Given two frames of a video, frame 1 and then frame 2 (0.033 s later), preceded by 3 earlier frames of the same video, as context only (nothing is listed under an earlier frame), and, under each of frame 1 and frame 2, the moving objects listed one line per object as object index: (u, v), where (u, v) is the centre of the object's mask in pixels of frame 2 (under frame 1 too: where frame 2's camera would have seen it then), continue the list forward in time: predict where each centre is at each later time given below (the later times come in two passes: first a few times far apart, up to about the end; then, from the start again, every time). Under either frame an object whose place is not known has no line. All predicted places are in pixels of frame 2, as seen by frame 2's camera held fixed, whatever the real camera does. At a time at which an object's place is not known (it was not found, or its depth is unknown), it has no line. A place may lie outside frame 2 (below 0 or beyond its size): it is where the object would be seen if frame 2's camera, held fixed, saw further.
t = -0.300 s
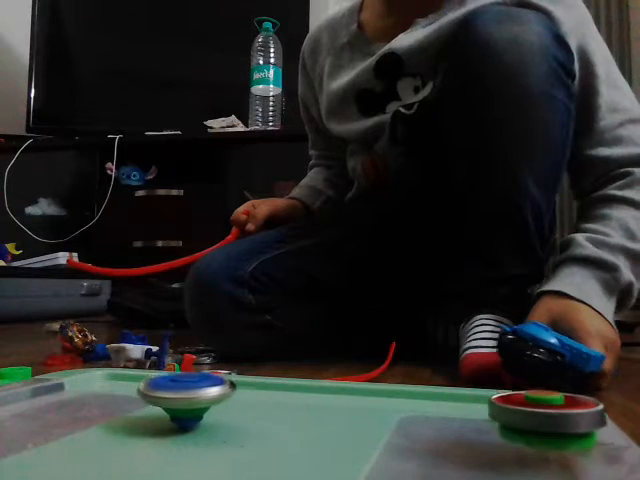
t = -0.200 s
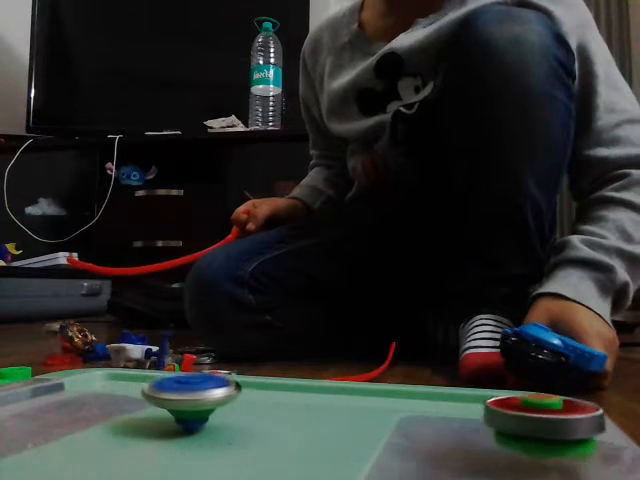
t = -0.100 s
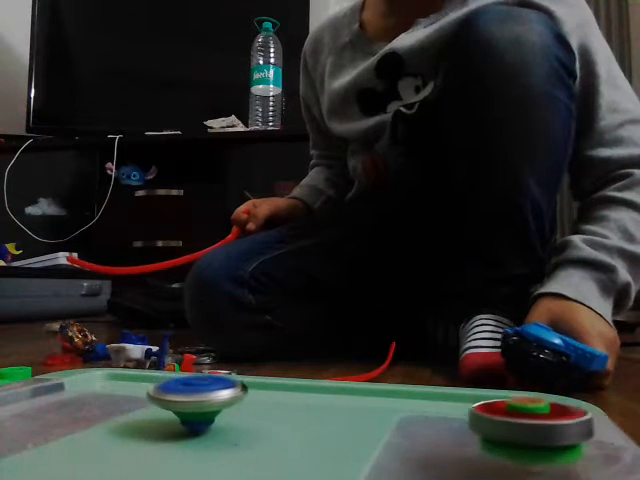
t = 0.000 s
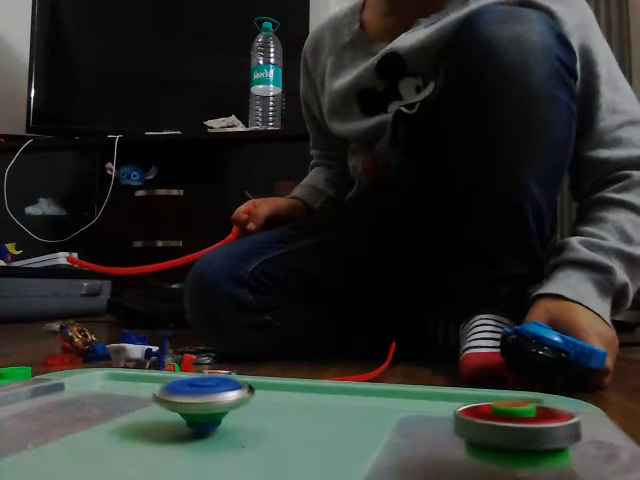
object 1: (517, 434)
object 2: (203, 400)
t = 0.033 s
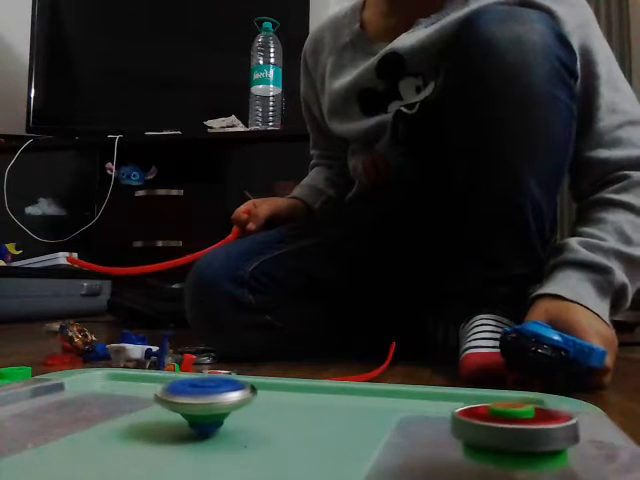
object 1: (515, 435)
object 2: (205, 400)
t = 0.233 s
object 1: (502, 444)
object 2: (218, 405)
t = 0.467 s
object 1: (456, 449)
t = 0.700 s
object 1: (393, 452)
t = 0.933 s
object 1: (340, 454)
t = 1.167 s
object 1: (288, 455)
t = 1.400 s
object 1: (239, 451)
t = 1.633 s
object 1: (215, 446)
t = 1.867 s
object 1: (192, 438)
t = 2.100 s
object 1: (156, 433)
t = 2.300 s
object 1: (137, 425)
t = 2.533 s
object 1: (117, 416)
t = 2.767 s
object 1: (99, 407)
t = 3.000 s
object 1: (90, 397)
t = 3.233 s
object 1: (92, 388)
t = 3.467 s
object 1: (103, 382)
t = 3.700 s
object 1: (124, 377)
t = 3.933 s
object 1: (150, 372)
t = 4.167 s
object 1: (166, 371)
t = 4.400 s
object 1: (187, 367)
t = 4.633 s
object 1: (205, 367)
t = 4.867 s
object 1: (212, 368)
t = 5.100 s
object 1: (209, 372)
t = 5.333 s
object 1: (197, 380)
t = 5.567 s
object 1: (171, 388)
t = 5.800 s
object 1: (138, 391)
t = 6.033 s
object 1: (112, 393)
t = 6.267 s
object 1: (97, 396)
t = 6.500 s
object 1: (91, 404)
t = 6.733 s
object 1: (109, 415)
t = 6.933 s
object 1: (146, 420)
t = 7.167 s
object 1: (119, 413)
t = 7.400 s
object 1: (35, 393)
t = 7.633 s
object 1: (23, 383)
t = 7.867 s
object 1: (43, 372)
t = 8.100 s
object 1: (84, 366)
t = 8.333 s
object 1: (116, 362)
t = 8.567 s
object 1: (138, 362)
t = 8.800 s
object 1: (163, 365)
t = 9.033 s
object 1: (178, 367)
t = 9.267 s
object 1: (182, 373)
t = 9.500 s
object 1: (175, 382)
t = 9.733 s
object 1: (156, 394)
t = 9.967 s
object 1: (126, 408)
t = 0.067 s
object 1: (514, 436)
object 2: (208, 401)
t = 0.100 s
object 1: (513, 438)
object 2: (210, 402)
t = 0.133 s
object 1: (511, 439)
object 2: (212, 403)
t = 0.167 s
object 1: (509, 440)
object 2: (214, 404)
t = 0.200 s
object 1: (506, 443)
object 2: (216, 405)
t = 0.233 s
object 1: (502, 444)
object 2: (218, 405)
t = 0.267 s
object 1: (497, 445)
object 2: (223, 405)
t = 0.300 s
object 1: (491, 446)
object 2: (230, 406)
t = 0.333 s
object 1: (485, 446)
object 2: (235, 407)
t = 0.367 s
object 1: (479, 447)
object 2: (240, 408)
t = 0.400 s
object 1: (472, 448)
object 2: (244, 408)
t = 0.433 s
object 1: (464, 448)
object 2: (247, 408)
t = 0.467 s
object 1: (456, 449)
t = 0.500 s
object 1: (448, 449)
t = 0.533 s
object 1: (440, 450)
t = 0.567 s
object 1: (431, 450)
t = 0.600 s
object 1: (423, 450)
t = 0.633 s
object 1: (413, 451)
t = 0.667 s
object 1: (404, 451)
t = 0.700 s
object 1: (393, 452)
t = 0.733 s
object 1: (383, 452)
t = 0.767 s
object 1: (373, 452)
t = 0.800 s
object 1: (363, 453)
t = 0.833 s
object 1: (353, 453)
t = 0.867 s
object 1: (344, 453)
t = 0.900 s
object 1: (343, 453)
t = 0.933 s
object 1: (340, 454)
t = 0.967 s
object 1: (335, 455)
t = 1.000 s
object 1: (328, 455)
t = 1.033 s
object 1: (320, 455)
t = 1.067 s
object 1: (313, 455)
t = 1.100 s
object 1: (305, 455)
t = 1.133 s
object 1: (296, 455)
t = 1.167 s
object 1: (288, 455)
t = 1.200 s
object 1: (281, 454)
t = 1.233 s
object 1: (273, 454)
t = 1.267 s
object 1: (265, 453)
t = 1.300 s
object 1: (258, 453)
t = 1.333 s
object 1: (250, 453)
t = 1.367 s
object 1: (244, 452)
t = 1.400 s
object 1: (239, 451)
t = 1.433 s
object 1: (234, 451)
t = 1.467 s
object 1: (230, 450)
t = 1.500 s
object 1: (226, 449)
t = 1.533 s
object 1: (222, 449)
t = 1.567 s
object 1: (219, 448)
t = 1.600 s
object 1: (217, 447)
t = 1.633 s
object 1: (215, 446)
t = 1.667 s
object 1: (213, 446)
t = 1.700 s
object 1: (211, 444)
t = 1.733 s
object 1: (210, 444)
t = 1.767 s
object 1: (208, 440)
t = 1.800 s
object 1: (207, 439)
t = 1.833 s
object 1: (201, 438)
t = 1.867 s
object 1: (192, 438)
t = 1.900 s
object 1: (185, 439)
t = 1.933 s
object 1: (179, 437)
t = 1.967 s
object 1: (174, 436)
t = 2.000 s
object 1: (170, 436)
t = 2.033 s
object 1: (165, 435)
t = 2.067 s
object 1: (161, 434)
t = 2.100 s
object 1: (156, 433)
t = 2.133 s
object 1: (153, 431)
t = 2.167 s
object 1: (149, 430)
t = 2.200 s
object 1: (146, 429)
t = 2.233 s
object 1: (143, 428)
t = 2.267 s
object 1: (139, 427)
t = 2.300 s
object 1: (137, 425)
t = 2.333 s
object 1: (134, 424)
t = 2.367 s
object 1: (131, 423)
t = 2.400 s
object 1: (128, 421)
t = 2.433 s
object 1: (125, 420)
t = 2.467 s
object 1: (122, 419)
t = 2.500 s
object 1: (120, 417)
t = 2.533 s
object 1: (117, 416)
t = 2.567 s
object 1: (115, 414)
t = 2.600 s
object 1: (112, 413)
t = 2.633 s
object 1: (109, 411)
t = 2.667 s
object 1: (107, 410)
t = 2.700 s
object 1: (104, 409)
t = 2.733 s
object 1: (102, 408)
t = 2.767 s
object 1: (99, 407)
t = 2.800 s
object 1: (97, 405)
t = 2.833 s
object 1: (95, 404)
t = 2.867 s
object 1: (93, 402)
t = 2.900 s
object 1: (91, 401)
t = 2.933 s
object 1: (90, 400)
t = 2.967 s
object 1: (90, 399)
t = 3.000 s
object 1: (90, 397)
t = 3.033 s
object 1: (91, 395)
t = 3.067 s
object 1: (92, 394)
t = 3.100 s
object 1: (91, 393)
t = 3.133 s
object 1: (91, 391)
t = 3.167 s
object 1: (91, 390)
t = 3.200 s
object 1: (91, 389)
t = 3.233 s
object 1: (92, 388)
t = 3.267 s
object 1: (93, 387)
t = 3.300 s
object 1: (94, 387)
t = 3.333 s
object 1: (96, 385)
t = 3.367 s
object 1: (97, 384)
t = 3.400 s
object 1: (99, 383)
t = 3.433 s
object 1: (101, 383)
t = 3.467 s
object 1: (103, 382)
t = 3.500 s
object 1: (105, 381)
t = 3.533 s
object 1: (108, 380)
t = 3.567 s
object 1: (111, 379)
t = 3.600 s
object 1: (115, 379)
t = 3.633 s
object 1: (118, 378)
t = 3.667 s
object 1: (121, 378)
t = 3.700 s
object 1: (124, 377)
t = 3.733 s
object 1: (128, 376)
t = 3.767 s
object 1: (131, 376)
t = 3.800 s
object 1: (135, 375)
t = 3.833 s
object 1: (139, 375)
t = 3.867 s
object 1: (143, 374)
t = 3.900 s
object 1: (147, 373)
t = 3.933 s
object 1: (150, 372)
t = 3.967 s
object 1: (155, 372)
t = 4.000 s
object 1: (158, 372)
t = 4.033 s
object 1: (159, 372)
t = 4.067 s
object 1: (159, 372)
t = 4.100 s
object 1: (160, 371)
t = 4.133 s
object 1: (164, 371)
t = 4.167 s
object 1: (166, 371)
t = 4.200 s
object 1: (171, 369)
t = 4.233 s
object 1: (175, 369)
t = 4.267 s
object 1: (177, 368)
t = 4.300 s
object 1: (180, 368)
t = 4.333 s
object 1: (183, 367)
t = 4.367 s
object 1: (185, 367)
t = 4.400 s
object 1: (187, 367)
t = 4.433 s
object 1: (190, 367)
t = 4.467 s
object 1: (192, 367)
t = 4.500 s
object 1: (195, 367)
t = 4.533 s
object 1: (199, 367)
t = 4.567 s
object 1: (200, 367)
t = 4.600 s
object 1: (204, 367)
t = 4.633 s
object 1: (205, 367)
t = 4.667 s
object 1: (207, 367)
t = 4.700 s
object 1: (208, 367)
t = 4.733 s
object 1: (209, 367)
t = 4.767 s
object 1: (210, 367)
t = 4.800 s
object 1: (211, 367)
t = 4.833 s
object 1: (212, 367)
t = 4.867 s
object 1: (212, 368)
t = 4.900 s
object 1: (213, 368)
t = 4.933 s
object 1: (212, 369)
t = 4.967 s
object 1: (212, 370)
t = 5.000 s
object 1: (212, 371)
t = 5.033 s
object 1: (211, 371)
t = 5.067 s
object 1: (210, 372)
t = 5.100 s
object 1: (209, 372)
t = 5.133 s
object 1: (209, 373)
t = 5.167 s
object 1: (207, 374)
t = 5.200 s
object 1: (205, 374)
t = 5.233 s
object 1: (204, 375)
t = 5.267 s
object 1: (202, 377)
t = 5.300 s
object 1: (199, 379)
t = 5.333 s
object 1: (197, 380)
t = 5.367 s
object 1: (194, 382)
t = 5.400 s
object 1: (192, 384)
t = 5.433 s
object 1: (189, 385)
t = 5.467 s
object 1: (184, 387)
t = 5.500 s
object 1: (178, 390)
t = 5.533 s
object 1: (174, 389)
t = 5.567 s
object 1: (171, 388)
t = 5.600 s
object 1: (166, 390)
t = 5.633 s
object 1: (161, 390)
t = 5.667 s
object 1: (156, 390)
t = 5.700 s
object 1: (151, 390)
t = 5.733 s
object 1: (147, 390)
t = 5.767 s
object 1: (143, 390)
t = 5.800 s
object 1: (138, 391)
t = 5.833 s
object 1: (134, 390)
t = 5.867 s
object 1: (130, 391)
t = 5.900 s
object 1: (126, 391)
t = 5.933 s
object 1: (122, 392)
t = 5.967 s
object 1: (119, 392)
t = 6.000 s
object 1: (115, 393)
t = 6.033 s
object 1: (112, 393)
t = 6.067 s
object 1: (109, 394)
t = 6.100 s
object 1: (107, 394)
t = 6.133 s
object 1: (105, 394)
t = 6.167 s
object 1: (103, 394)
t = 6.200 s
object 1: (101, 395)
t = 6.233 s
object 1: (99, 396)
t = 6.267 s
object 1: (97, 396)
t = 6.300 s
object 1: (95, 397)
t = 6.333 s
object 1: (94, 398)
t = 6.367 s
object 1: (93, 400)
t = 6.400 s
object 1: (92, 400)
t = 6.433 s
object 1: (92, 401)
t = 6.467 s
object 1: (91, 403)
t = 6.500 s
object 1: (91, 404)
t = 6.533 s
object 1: (92, 406)
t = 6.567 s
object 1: (94, 407)
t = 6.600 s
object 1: (96, 408)
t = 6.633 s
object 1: (98, 410)
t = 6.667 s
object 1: (101, 412)
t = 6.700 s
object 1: (104, 414)
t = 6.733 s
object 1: (109, 415)
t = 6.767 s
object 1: (113, 416)
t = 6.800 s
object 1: (120, 417)
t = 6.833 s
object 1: (125, 418)
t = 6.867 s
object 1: (131, 419)
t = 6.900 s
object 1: (139, 420)
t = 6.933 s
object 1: (146, 420)
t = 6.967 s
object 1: (152, 421)
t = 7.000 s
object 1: (154, 421)
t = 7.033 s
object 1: (154, 420)
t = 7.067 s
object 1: (157, 420)
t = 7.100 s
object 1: (160, 420)
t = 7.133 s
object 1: (157, 418)
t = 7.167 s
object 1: (119, 413)
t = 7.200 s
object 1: (92, 407)
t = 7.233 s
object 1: (73, 402)
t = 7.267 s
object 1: (60, 401)
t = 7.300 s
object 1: (50, 397)
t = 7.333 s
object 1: (44, 396)
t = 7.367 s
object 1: (40, 395)
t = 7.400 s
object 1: (35, 393)
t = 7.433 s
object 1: (32, 392)
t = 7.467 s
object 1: (29, 390)
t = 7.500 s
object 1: (28, 389)
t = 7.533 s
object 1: (26, 387)
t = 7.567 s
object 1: (25, 385)
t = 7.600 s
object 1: (24, 385)
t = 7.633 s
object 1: (23, 383)
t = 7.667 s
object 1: (23, 382)
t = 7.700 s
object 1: (24, 380)
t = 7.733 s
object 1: (28, 379)
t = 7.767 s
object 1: (30, 378)
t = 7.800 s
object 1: (33, 377)
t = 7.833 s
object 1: (37, 375)
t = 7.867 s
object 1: (43, 372)
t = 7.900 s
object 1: (48, 372)
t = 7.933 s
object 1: (53, 371)
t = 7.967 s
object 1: (60, 369)
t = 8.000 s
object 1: (65, 369)
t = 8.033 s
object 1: (73, 368)
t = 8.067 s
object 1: (79, 367)
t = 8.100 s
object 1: (84, 366)
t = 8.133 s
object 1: (90, 366)
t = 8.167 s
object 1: (95, 366)
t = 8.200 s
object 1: (103, 364)
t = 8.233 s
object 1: (112, 363)
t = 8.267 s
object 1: (114, 363)
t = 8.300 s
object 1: (115, 360)
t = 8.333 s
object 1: (116, 362)
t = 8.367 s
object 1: (111, 365)
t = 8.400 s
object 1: (114, 363)
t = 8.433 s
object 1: (117, 363)
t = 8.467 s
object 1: (122, 363)
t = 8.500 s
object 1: (128, 362)
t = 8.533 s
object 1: (133, 363)
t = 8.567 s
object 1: (138, 362)
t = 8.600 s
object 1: (141, 363)
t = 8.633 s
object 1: (144, 363)
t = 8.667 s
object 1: (149, 363)
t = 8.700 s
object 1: (154, 364)
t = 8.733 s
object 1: (157, 364)
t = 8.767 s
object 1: (159, 364)
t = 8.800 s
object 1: (163, 365)
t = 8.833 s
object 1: (166, 365)
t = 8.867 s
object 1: (168, 366)
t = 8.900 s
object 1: (171, 365)
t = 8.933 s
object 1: (172, 366)
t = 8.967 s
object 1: (174, 366)
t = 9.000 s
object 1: (176, 367)
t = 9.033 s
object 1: (178, 367)
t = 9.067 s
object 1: (179, 368)
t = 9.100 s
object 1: (180, 368)
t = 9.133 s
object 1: (181, 370)
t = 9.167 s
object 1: (182, 371)
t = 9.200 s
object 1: (182, 371)
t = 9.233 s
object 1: (182, 372)
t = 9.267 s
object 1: (182, 373)
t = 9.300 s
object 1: (182, 374)
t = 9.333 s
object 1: (181, 375)
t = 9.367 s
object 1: (180, 376)
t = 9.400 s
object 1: (179, 378)
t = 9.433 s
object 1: (177, 380)
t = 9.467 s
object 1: (176, 381)
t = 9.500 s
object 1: (175, 382)
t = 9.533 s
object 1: (172, 384)
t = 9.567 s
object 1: (170, 385)
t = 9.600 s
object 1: (168, 388)
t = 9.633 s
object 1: (165, 389)
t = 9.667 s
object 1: (163, 390)
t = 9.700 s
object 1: (159, 392)
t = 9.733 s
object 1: (156, 394)
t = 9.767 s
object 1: (152, 396)
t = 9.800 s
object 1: (148, 397)
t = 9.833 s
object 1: (144, 400)
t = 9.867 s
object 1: (139, 402)
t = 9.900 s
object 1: (135, 404)
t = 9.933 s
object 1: (130, 405)
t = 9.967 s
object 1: (126, 408)
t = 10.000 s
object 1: (122, 409)
